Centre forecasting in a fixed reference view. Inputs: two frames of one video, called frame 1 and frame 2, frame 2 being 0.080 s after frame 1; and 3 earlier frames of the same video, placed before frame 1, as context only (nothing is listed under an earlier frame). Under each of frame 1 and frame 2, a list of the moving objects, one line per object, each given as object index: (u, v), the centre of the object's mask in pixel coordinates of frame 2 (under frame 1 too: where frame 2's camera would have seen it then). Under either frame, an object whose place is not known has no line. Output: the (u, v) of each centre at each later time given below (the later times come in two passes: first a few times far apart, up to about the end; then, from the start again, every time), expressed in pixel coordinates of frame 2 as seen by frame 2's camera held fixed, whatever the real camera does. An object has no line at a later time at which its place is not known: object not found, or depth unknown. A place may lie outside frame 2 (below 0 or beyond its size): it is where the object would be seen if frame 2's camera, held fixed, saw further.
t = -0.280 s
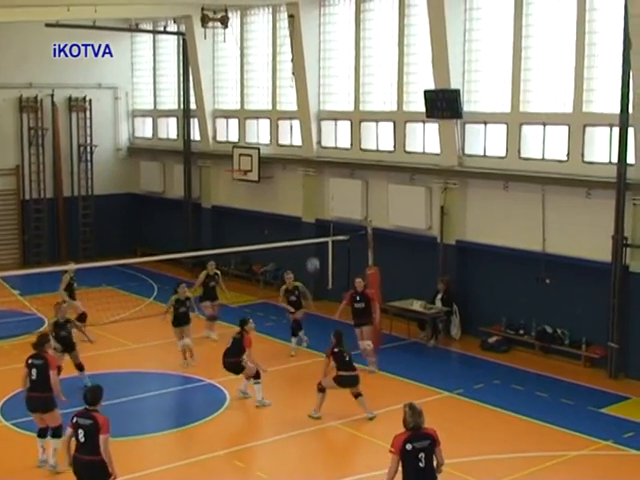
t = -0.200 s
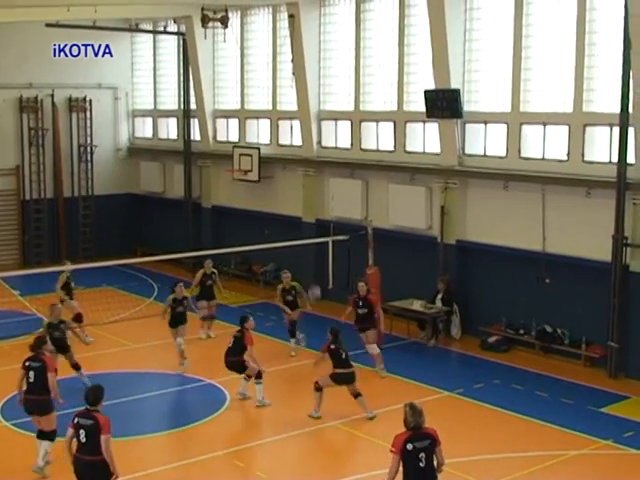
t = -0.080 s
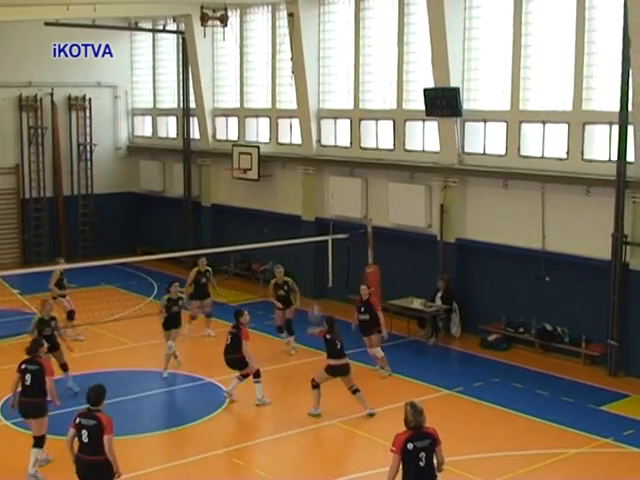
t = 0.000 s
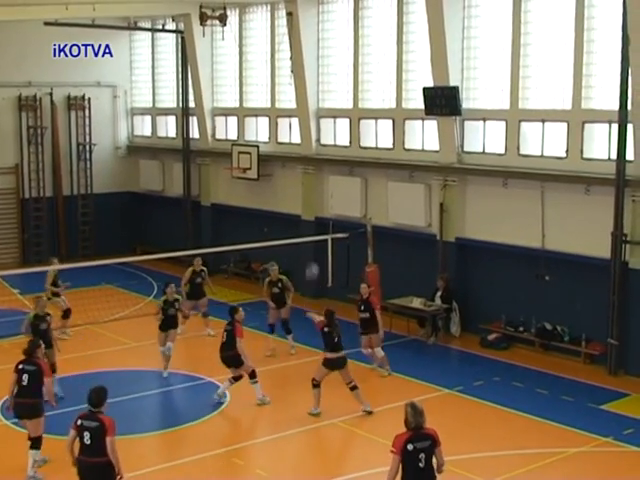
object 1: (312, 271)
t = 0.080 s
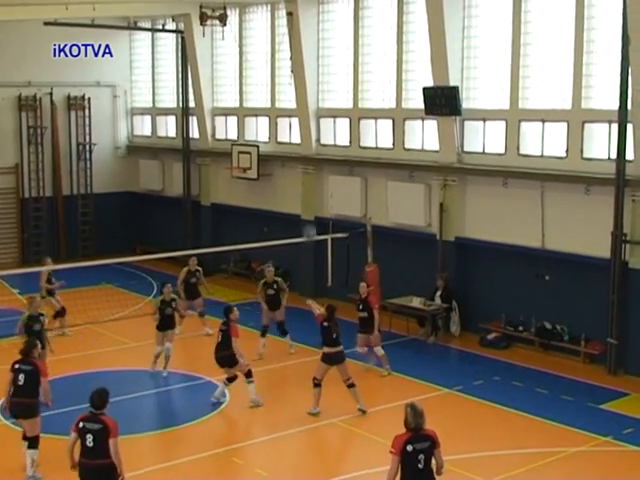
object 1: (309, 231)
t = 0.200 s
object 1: (306, 185)
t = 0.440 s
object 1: (300, 116)
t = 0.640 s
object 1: (296, 87)
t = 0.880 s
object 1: (291, 85)
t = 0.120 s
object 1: (308, 219)
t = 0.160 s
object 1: (308, 202)
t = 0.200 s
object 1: (306, 185)
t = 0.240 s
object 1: (306, 169)
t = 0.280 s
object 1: (305, 158)
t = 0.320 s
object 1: (303, 147)
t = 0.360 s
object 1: (302, 135)
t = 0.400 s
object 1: (301, 125)
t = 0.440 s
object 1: (300, 116)
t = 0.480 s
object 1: (299, 107)
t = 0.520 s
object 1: (299, 101)
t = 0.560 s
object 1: (298, 96)
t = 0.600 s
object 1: (297, 90)
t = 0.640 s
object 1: (296, 87)
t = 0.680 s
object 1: (295, 83)
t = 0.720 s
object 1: (294, 82)
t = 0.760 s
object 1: (294, 81)
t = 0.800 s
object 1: (293, 82)
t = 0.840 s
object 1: (292, 83)
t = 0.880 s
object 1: (291, 85)
